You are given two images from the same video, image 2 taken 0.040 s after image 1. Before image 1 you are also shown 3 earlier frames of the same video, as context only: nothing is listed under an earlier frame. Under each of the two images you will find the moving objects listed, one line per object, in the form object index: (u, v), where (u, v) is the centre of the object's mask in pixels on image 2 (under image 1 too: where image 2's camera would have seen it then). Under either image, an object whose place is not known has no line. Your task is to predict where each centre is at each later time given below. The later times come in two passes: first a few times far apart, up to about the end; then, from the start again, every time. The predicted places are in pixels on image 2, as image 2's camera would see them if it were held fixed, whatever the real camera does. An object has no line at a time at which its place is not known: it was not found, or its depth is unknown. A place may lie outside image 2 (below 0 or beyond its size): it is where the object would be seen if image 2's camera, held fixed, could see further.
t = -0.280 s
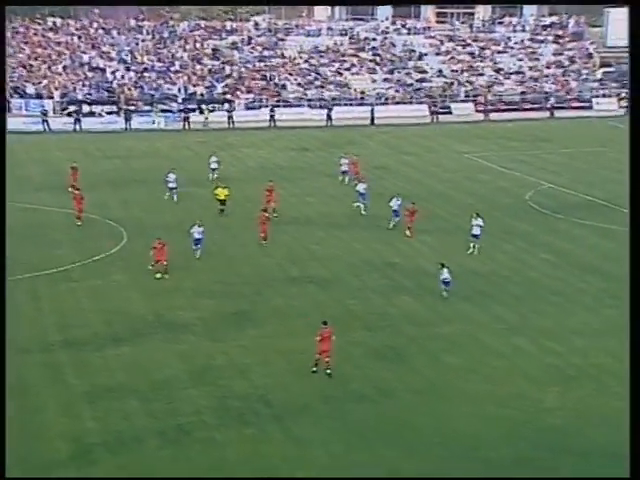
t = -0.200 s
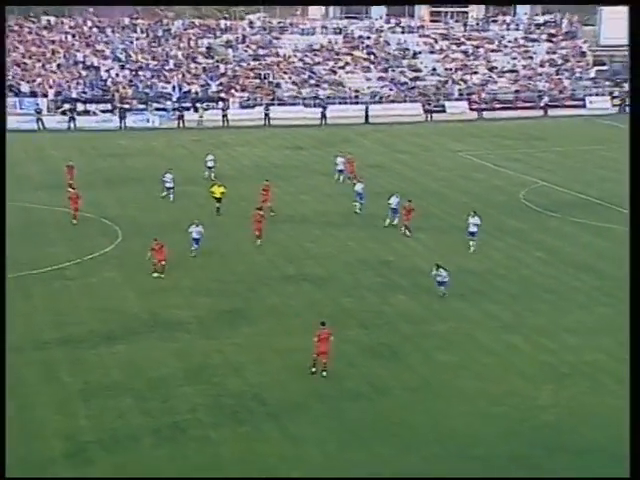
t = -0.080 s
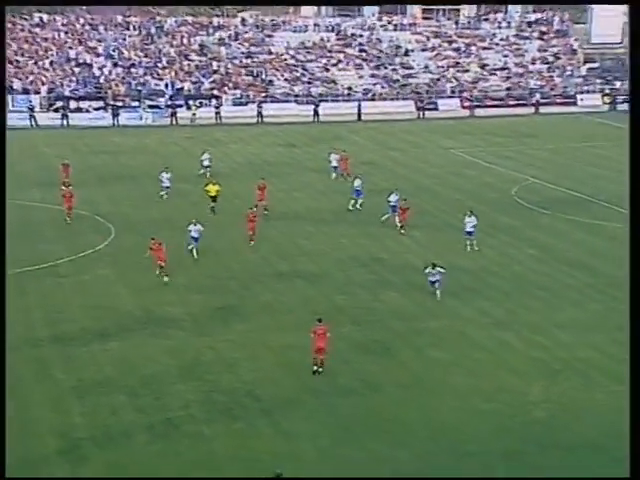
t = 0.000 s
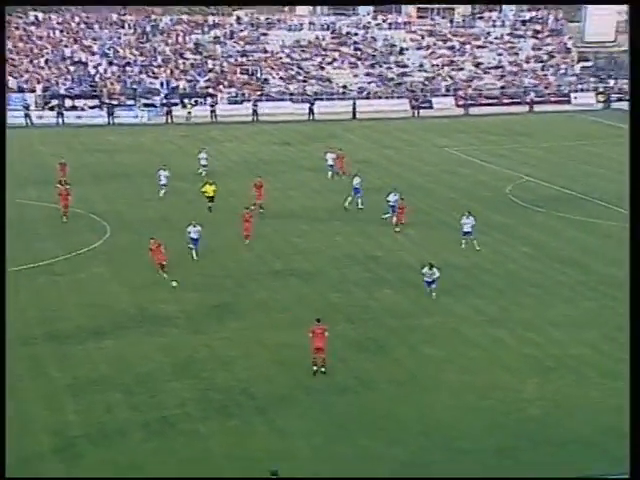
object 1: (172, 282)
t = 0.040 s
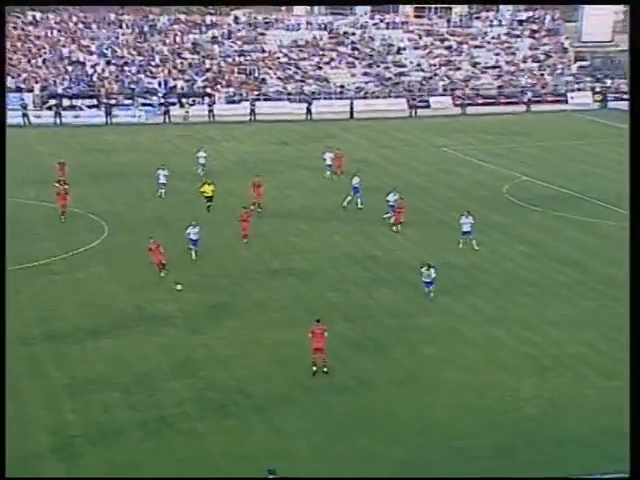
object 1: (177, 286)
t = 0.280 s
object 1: (224, 320)
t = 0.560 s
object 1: (277, 350)
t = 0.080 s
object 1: (185, 290)
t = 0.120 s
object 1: (193, 294)
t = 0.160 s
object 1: (200, 301)
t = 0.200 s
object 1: (208, 306)
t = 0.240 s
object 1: (216, 313)
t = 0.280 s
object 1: (224, 320)
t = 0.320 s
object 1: (232, 328)
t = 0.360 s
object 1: (240, 333)
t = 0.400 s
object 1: (247, 335)
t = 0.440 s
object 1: (255, 338)
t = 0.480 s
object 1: (263, 342)
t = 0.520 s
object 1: (270, 346)
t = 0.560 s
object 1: (277, 350)
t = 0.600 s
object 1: (287, 357)
